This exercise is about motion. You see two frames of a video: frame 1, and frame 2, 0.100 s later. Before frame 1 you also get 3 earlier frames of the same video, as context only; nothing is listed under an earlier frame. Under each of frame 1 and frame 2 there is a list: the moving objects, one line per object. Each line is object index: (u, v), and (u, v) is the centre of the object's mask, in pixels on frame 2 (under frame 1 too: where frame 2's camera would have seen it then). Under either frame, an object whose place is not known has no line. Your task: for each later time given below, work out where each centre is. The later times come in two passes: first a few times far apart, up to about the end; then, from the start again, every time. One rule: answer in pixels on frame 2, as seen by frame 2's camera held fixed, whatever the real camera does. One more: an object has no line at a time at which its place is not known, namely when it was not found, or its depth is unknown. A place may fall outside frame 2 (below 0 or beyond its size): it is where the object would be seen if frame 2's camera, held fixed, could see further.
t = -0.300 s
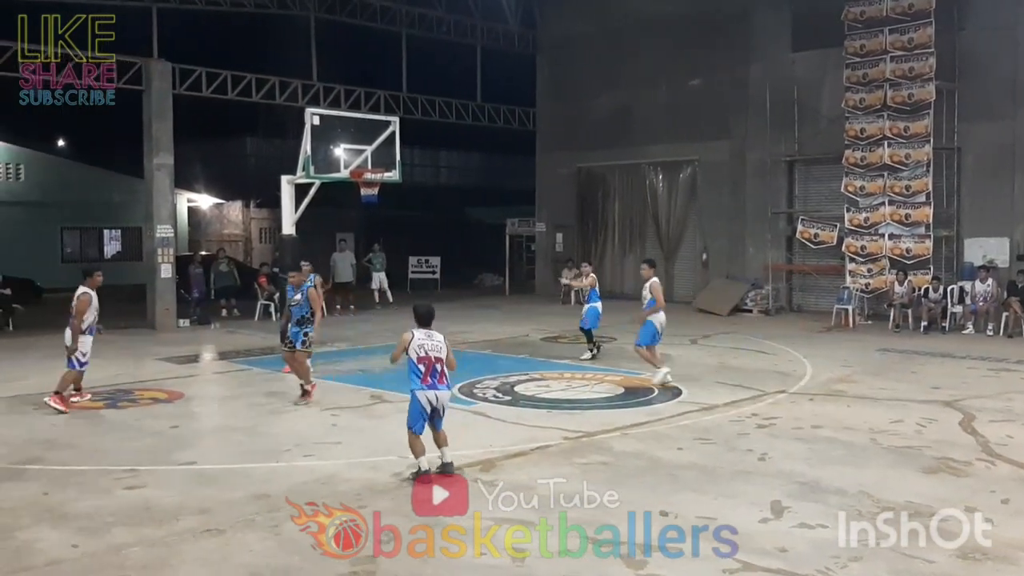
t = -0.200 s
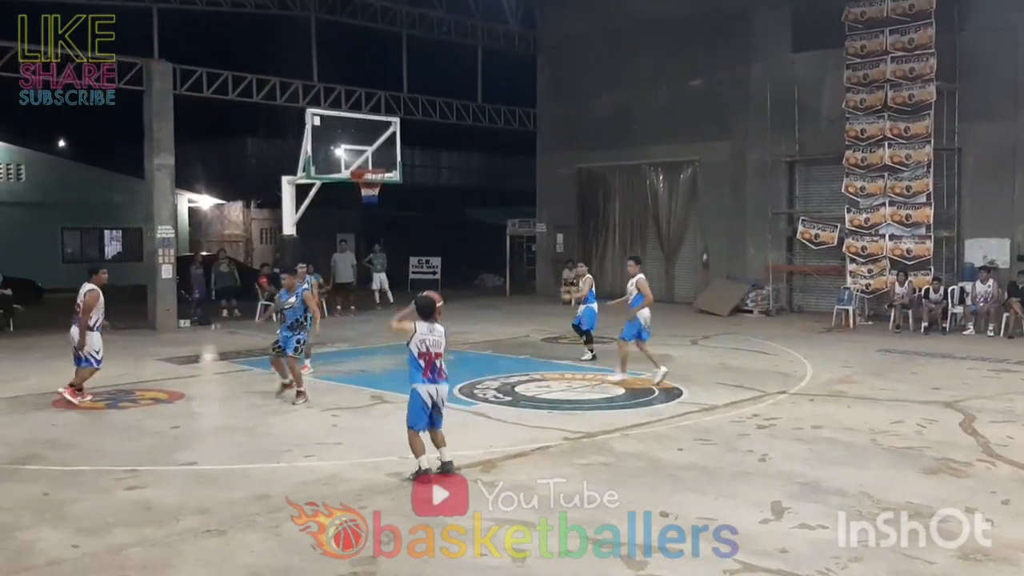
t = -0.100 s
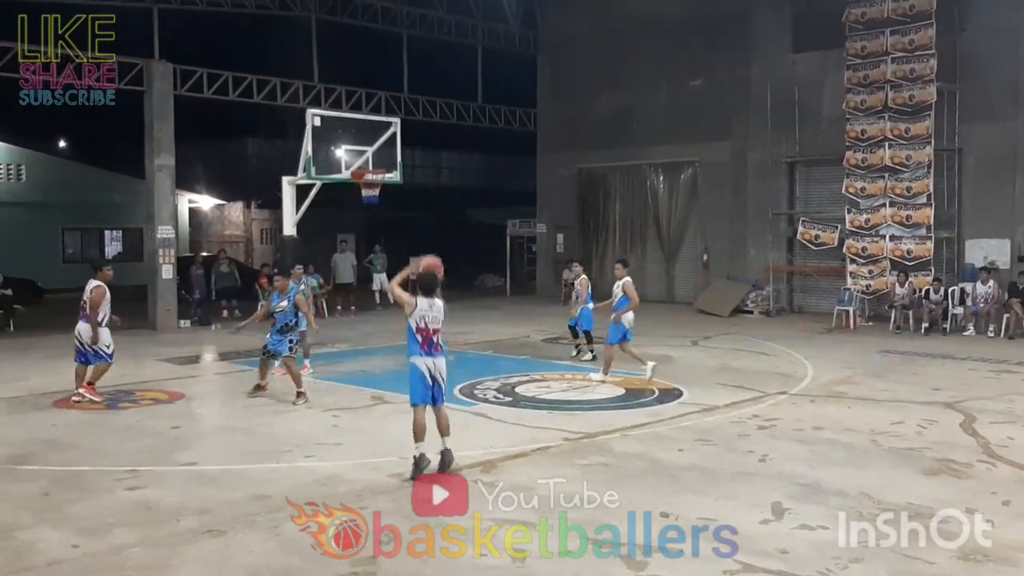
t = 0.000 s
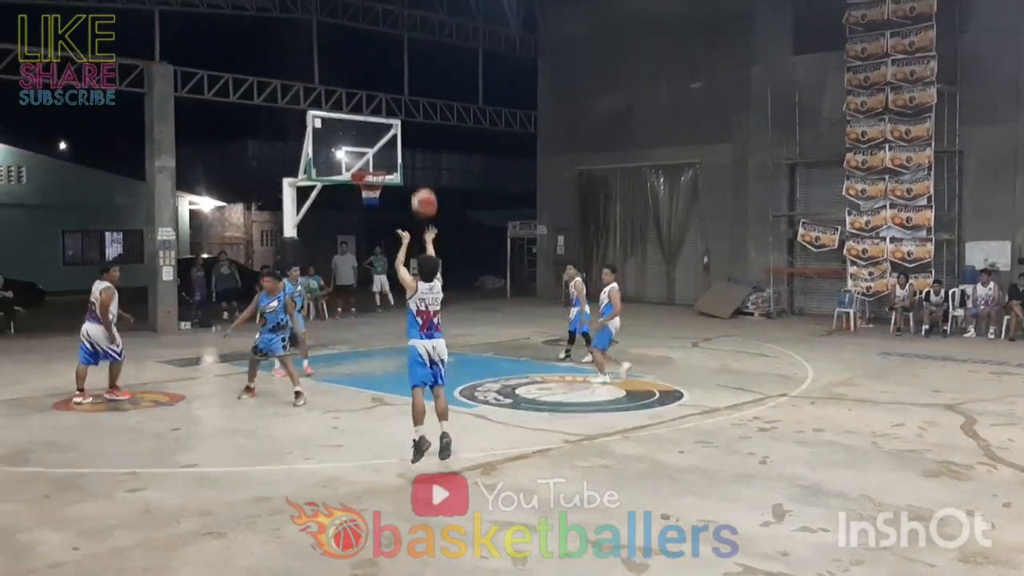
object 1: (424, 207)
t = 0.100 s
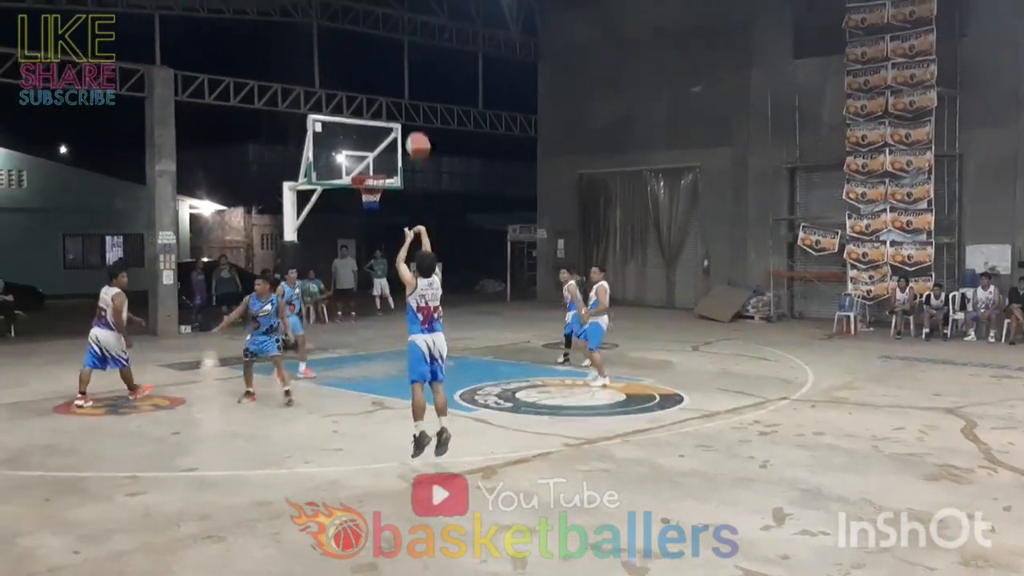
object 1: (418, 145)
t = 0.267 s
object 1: (409, 77)
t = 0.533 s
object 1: (399, 35)
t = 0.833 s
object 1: (392, 59)
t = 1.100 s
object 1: (389, 124)
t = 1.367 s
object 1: (413, 165)
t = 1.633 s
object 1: (461, 186)
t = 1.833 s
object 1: (493, 226)
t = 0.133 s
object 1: (416, 129)
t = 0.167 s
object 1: (414, 113)
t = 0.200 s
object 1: (412, 100)
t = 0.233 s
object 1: (410, 87)
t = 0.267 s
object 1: (409, 77)
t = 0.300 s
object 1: (407, 67)
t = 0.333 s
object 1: (406, 59)
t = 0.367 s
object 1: (405, 53)
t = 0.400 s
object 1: (403, 47)
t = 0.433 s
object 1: (402, 42)
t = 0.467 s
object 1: (401, 39)
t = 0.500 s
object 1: (400, 36)
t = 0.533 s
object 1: (399, 35)
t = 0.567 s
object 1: (398, 35)
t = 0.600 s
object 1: (398, 35)
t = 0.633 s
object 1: (397, 36)
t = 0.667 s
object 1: (396, 38)
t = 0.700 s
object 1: (395, 41)
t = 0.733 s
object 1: (395, 45)
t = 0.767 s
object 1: (394, 49)
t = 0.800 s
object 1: (393, 54)
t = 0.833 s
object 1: (392, 59)
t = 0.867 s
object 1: (392, 66)
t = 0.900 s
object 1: (391, 72)
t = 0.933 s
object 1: (391, 79)
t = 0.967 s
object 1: (390, 87)
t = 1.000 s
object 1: (390, 96)
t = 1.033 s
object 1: (390, 105)
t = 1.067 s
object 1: (390, 114)
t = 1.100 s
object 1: (389, 124)
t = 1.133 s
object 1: (389, 136)
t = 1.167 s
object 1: (390, 146)
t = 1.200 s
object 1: (389, 157)
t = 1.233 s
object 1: (389, 169)
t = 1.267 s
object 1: (394, 169)
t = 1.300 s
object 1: (401, 168)
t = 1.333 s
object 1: (408, 166)
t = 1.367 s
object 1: (413, 165)
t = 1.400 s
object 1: (419, 166)
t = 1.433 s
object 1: (426, 167)
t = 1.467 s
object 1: (432, 169)
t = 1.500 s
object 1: (438, 170)
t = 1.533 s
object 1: (444, 174)
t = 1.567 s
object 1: (449, 177)
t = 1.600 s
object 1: (455, 181)
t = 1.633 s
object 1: (461, 186)
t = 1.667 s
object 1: (467, 192)
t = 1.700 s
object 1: (472, 197)
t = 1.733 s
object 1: (478, 204)
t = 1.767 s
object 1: (483, 210)
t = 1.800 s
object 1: (488, 218)
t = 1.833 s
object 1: (493, 226)
